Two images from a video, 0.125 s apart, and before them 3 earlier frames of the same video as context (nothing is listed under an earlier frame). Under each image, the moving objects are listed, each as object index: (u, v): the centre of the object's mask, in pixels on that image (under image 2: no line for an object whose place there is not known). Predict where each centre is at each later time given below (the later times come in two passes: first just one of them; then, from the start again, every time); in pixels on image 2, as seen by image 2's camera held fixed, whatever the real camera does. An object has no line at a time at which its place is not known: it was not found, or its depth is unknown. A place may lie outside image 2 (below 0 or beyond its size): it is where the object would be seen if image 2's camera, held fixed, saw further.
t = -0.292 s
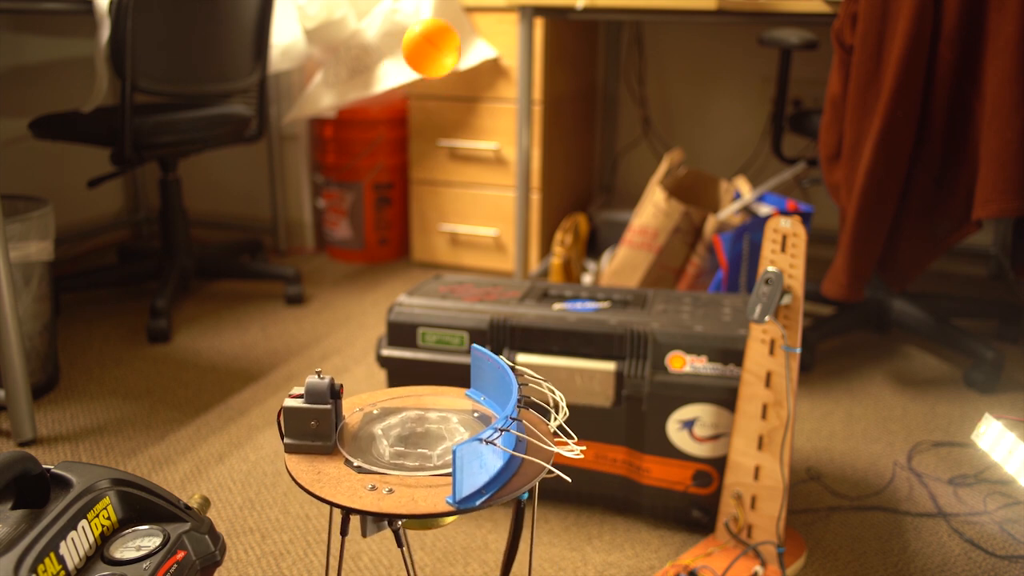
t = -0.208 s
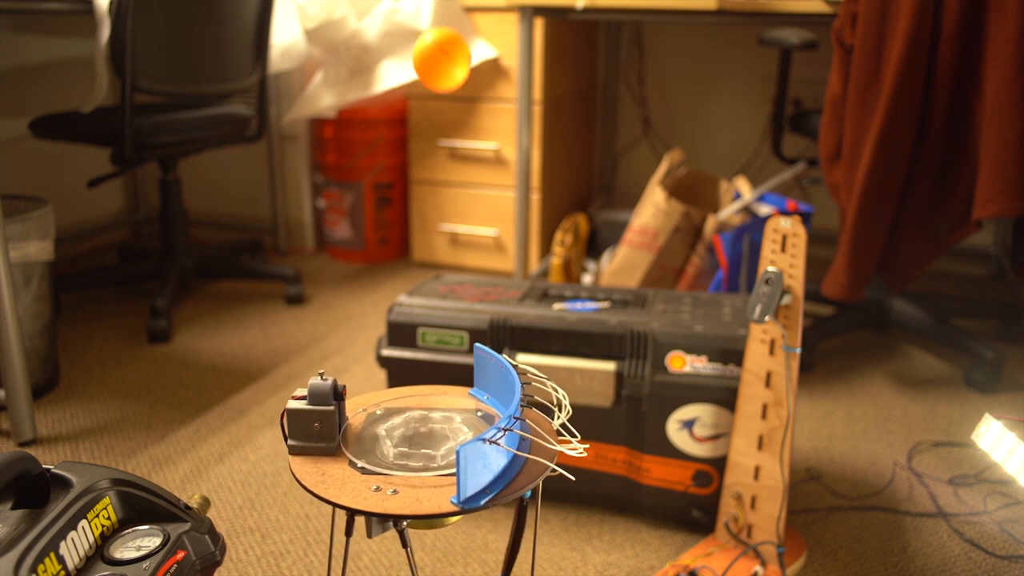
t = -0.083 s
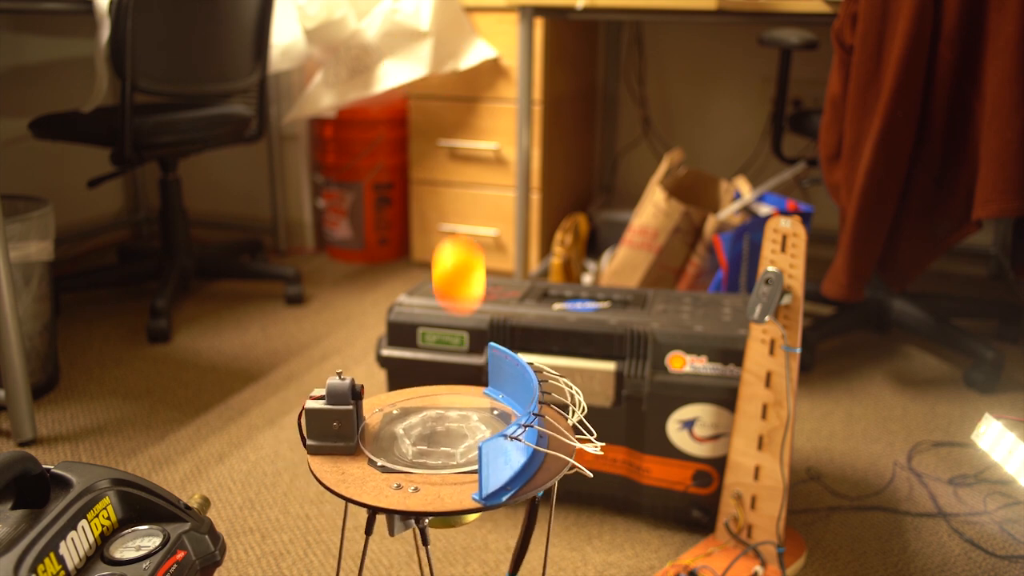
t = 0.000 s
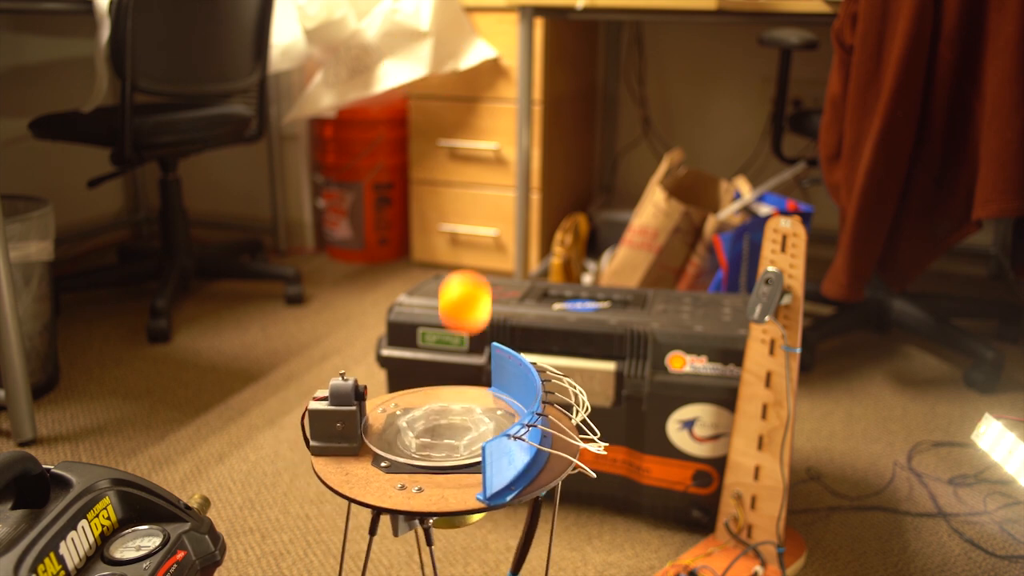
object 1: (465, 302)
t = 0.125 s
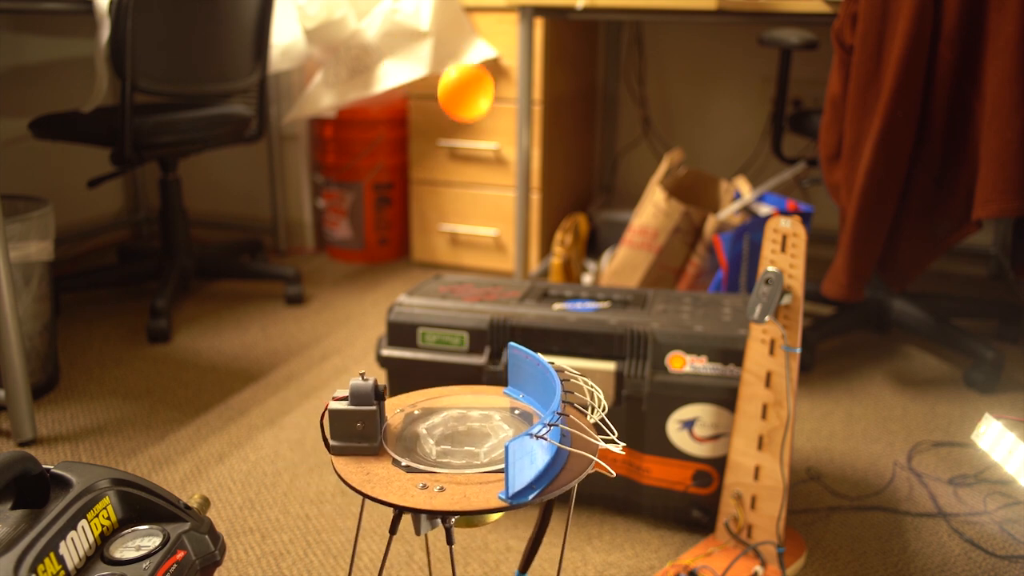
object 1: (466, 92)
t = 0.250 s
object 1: (469, 69)
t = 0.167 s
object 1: (467, 60)
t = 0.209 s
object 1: (468, 51)
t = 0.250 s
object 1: (469, 69)
